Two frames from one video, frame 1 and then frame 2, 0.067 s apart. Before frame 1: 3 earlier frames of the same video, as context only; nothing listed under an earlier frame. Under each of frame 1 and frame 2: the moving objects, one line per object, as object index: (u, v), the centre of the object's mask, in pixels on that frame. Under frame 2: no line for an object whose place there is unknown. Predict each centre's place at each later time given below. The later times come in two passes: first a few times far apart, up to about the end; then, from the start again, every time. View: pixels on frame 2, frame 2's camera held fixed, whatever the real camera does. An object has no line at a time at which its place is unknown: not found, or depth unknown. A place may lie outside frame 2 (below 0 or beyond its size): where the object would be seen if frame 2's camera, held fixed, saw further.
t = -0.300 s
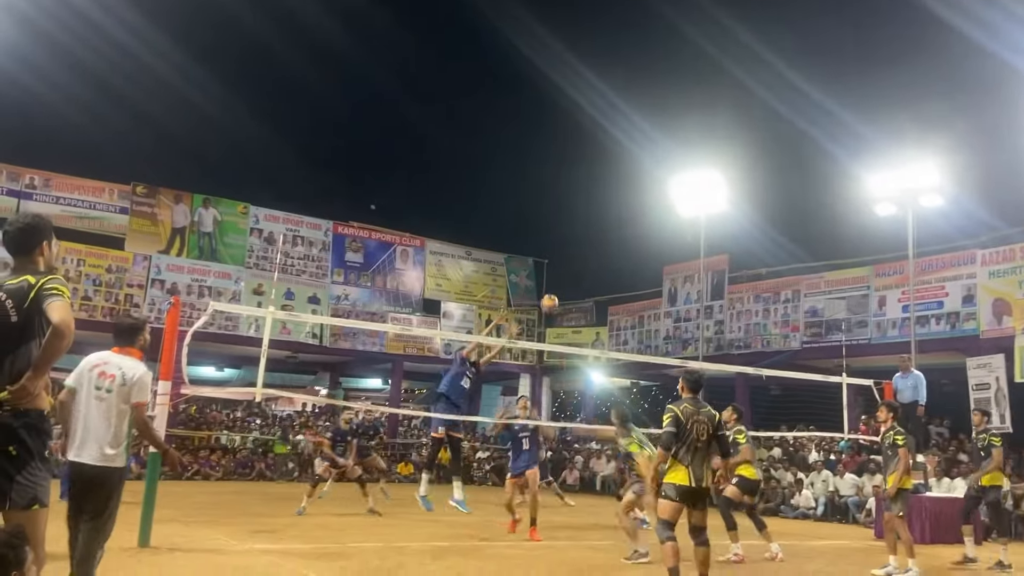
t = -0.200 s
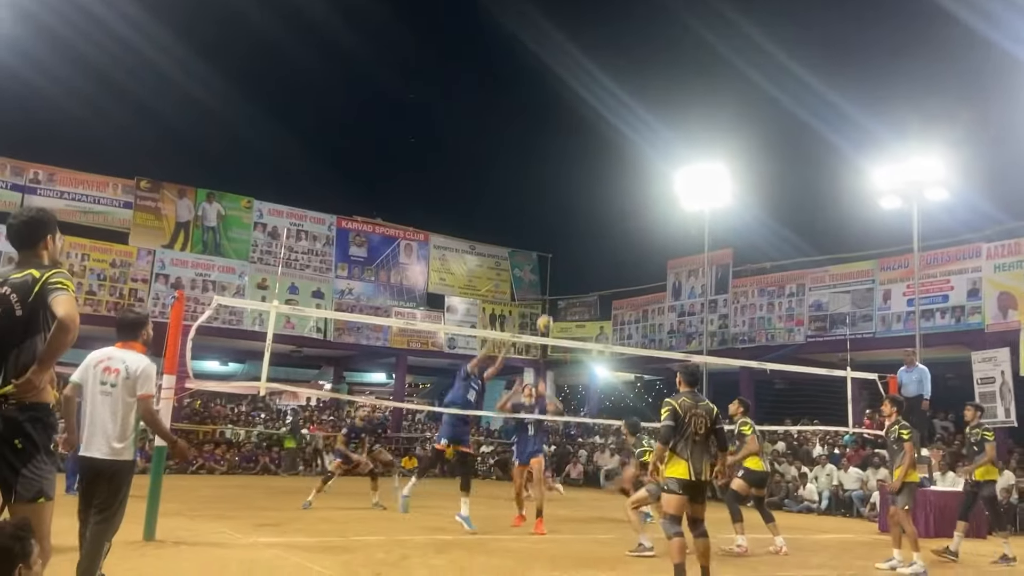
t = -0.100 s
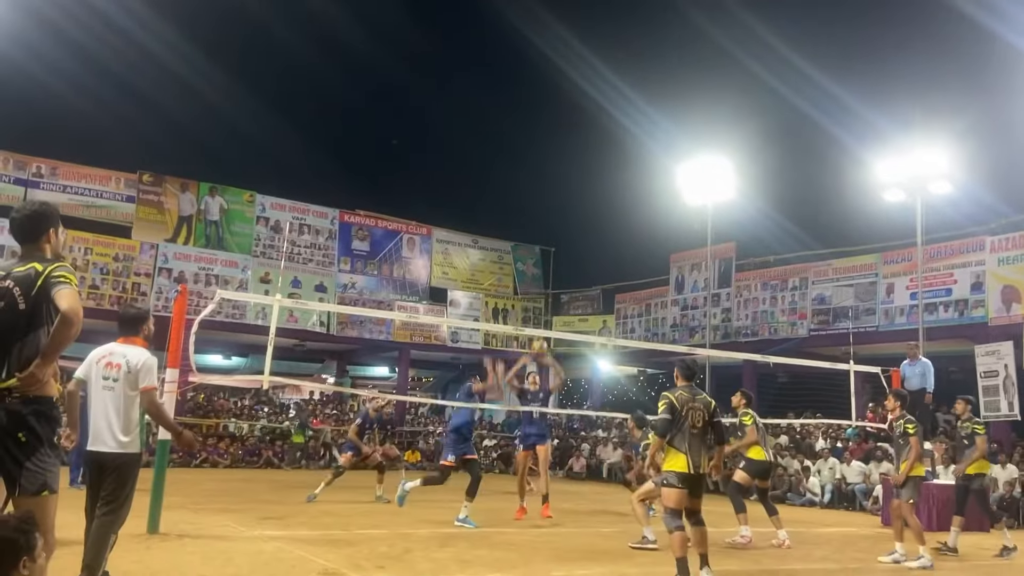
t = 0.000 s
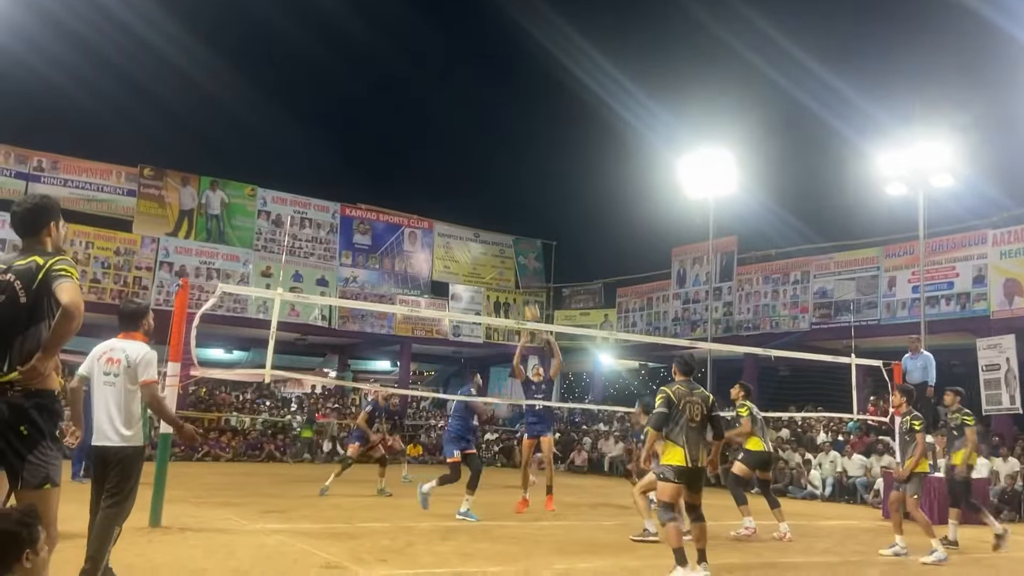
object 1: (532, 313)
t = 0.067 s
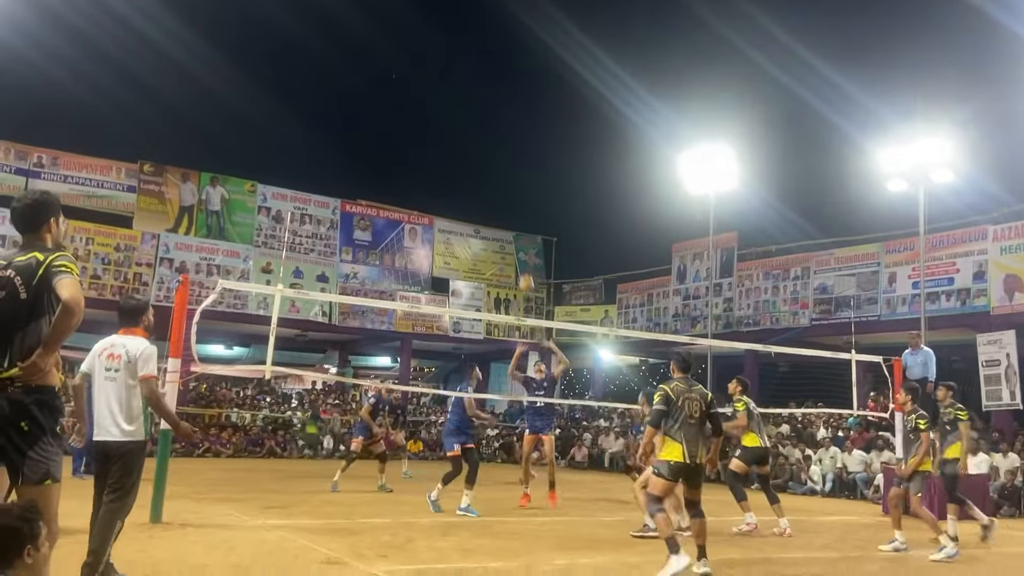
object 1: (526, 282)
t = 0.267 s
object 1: (505, 225)
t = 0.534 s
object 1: (479, 196)
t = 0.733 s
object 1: (457, 203)
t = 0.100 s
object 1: (523, 271)
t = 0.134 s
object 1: (519, 260)
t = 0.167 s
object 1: (517, 251)
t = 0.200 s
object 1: (513, 240)
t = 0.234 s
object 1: (509, 232)
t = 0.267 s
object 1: (505, 225)
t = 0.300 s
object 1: (502, 219)
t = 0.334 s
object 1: (499, 214)
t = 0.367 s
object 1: (495, 209)
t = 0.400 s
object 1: (492, 205)
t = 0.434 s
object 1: (489, 201)
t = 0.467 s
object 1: (486, 199)
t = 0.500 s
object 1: (482, 197)
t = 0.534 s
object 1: (479, 196)
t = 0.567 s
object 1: (475, 195)
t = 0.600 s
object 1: (472, 195)
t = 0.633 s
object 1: (468, 196)
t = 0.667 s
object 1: (464, 198)
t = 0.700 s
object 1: (461, 200)
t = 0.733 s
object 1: (457, 203)
